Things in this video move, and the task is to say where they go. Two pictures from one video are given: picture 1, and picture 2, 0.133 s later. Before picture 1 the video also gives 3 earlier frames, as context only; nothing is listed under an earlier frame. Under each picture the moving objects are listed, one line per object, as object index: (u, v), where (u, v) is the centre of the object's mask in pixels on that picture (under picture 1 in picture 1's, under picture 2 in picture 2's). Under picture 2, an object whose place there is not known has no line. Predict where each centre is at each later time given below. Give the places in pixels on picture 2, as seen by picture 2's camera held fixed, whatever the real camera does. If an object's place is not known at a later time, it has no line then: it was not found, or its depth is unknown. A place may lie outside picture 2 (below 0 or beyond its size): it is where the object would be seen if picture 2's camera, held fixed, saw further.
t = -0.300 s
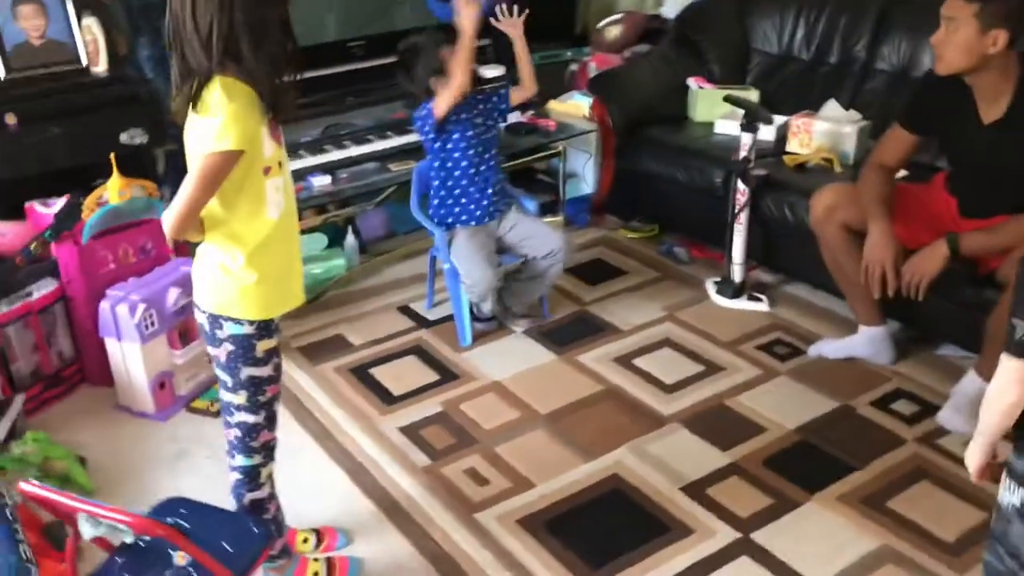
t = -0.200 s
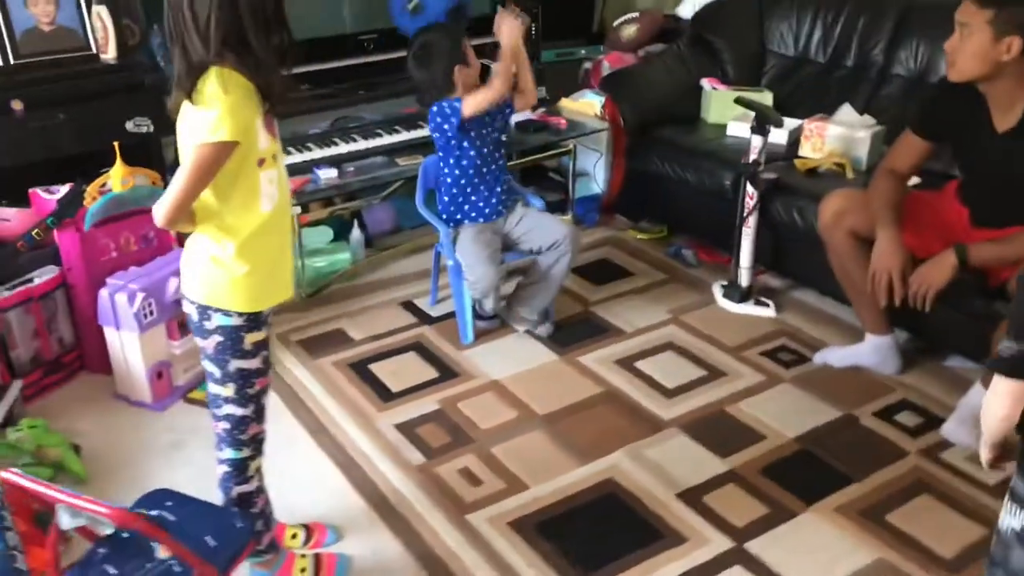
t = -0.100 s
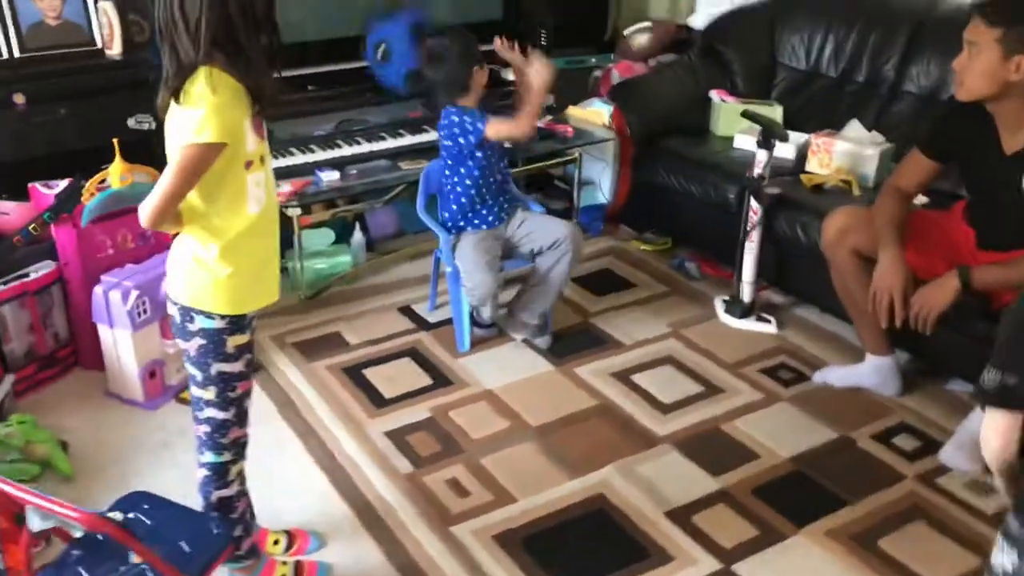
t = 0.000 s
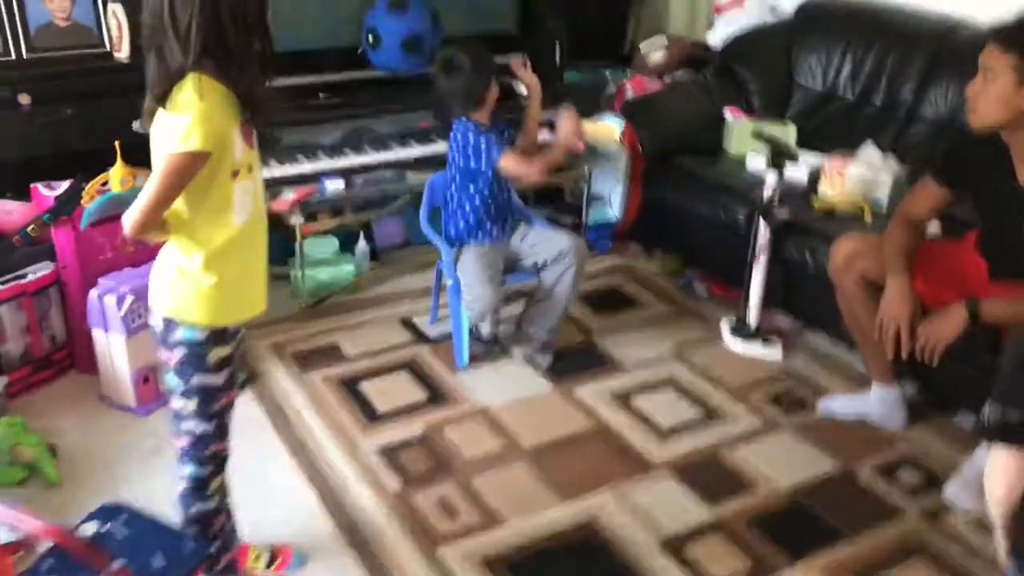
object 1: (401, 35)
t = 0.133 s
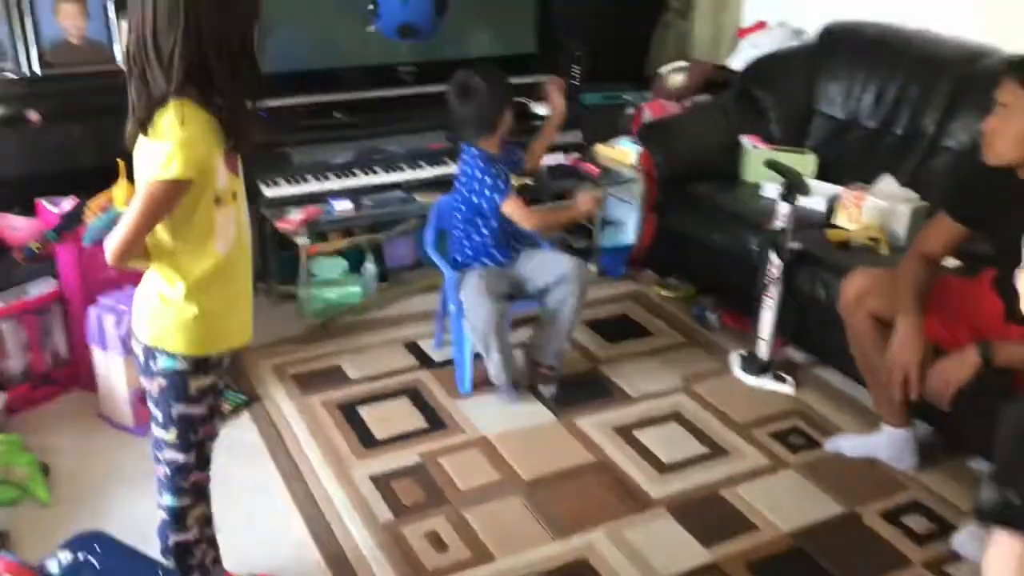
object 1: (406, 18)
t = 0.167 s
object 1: (404, 12)
